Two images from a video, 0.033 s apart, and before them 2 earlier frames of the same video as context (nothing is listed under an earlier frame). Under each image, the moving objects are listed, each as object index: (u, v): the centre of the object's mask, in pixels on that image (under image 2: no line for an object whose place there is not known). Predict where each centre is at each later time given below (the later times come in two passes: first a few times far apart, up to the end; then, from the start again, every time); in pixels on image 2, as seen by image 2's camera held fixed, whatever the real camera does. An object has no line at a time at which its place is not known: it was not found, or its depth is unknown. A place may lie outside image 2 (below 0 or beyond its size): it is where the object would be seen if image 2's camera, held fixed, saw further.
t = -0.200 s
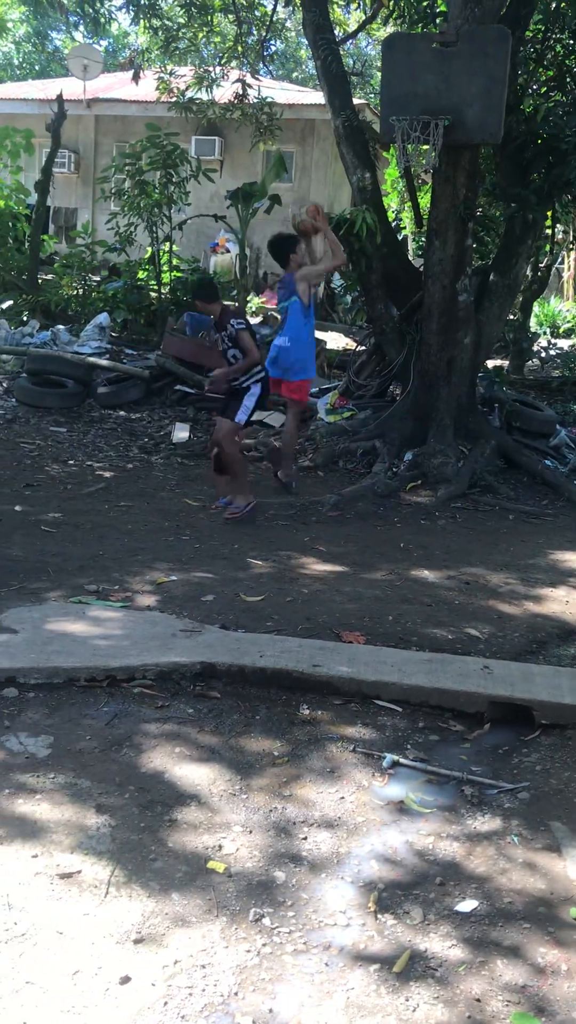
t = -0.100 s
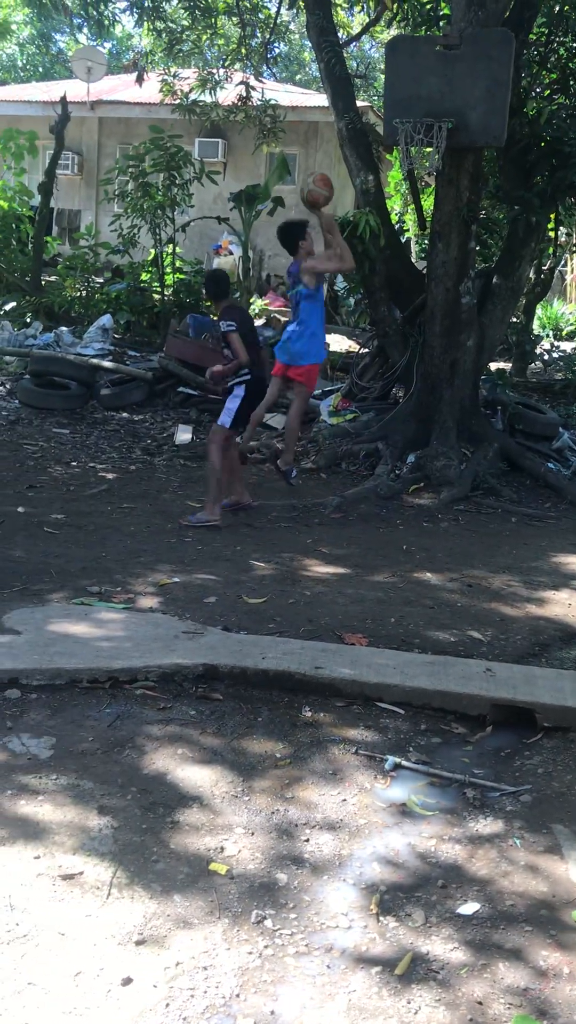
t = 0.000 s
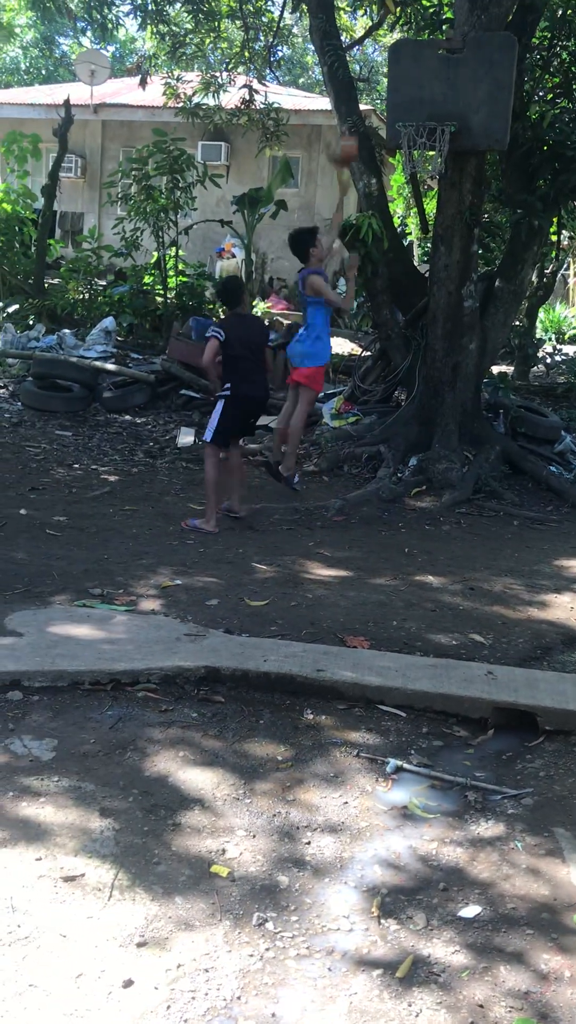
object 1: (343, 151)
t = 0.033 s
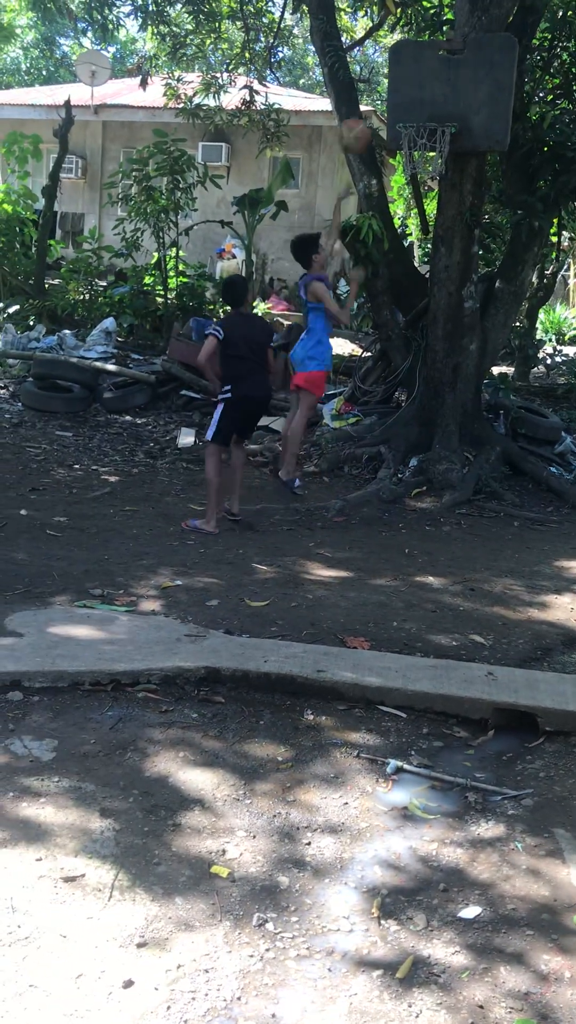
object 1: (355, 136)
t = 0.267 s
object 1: (416, 81)
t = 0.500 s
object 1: (430, 107)
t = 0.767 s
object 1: (429, 145)
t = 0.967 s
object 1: (435, 204)
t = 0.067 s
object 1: (365, 123)
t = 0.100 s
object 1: (375, 111)
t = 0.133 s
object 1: (386, 100)
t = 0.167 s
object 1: (397, 91)
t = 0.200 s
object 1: (408, 85)
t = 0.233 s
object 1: (413, 82)
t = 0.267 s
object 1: (416, 81)
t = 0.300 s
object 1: (420, 82)
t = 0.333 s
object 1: (423, 86)
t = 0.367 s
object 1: (425, 89)
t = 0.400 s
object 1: (429, 96)
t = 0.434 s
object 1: (432, 105)
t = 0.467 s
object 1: (432, 109)
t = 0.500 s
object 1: (430, 107)
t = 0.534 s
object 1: (428, 106)
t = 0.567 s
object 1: (426, 108)
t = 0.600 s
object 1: (421, 113)
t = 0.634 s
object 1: (422, 115)
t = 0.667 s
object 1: (425, 122)
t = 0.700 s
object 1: (427, 127)
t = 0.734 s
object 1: (429, 137)
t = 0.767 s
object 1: (429, 145)
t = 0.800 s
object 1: (436, 155)
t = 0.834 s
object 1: (437, 165)
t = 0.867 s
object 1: (434, 174)
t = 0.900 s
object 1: (435, 184)
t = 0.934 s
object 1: (435, 191)
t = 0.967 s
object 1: (435, 204)
